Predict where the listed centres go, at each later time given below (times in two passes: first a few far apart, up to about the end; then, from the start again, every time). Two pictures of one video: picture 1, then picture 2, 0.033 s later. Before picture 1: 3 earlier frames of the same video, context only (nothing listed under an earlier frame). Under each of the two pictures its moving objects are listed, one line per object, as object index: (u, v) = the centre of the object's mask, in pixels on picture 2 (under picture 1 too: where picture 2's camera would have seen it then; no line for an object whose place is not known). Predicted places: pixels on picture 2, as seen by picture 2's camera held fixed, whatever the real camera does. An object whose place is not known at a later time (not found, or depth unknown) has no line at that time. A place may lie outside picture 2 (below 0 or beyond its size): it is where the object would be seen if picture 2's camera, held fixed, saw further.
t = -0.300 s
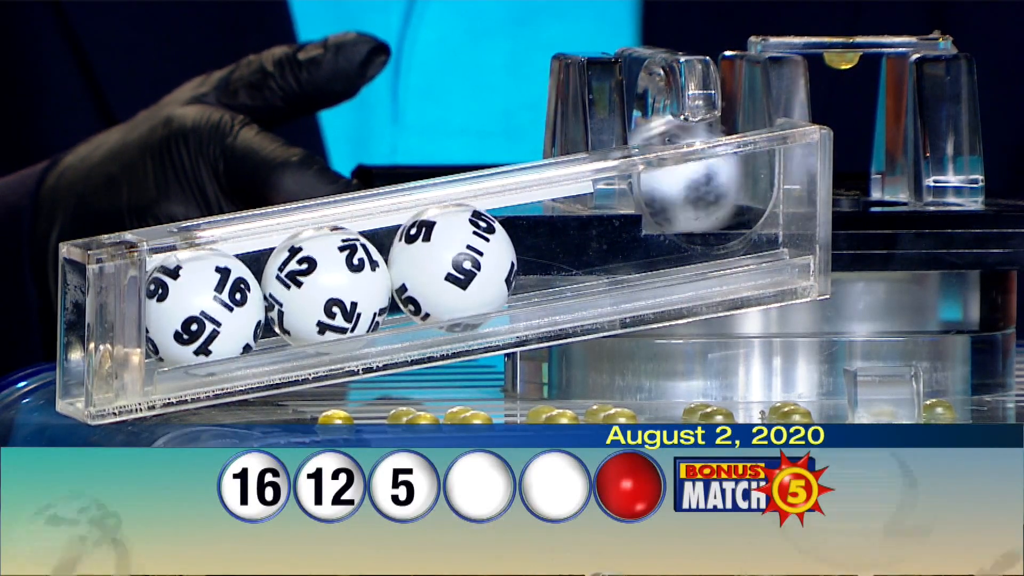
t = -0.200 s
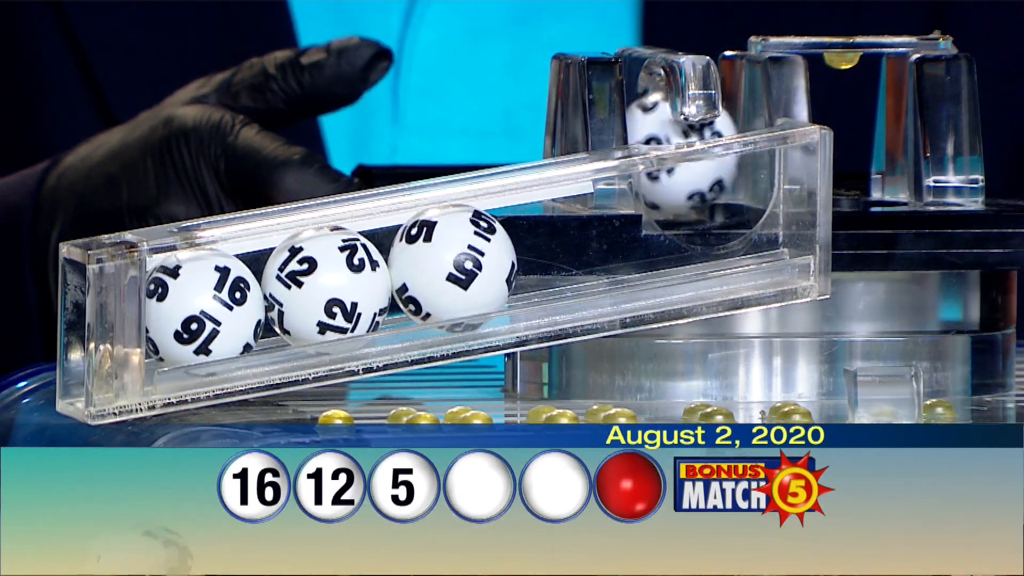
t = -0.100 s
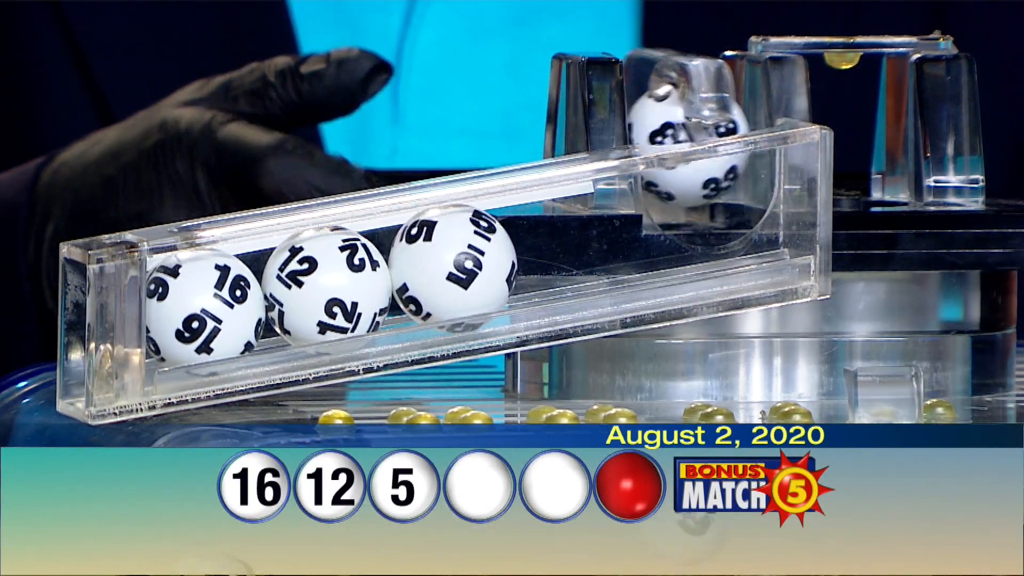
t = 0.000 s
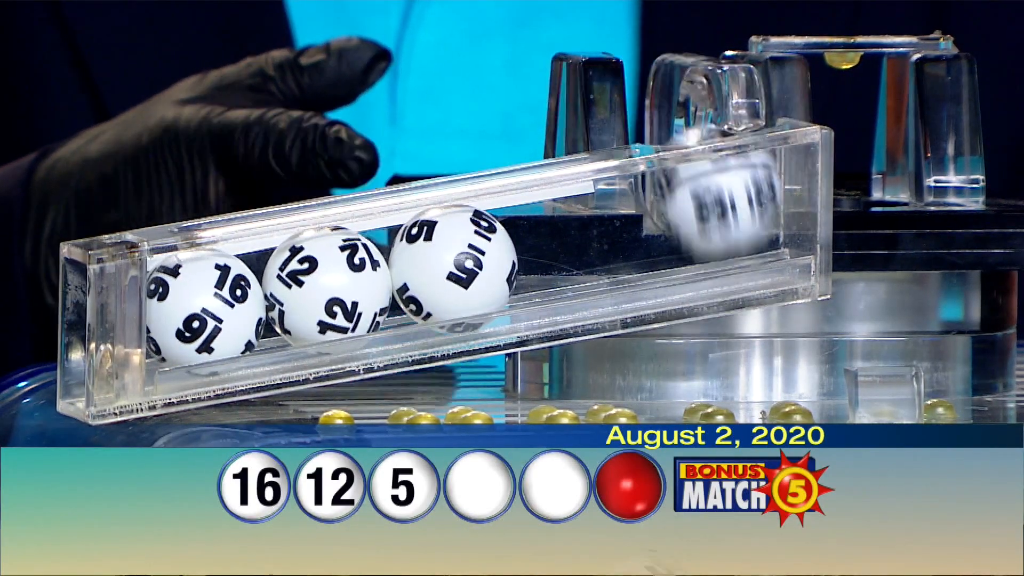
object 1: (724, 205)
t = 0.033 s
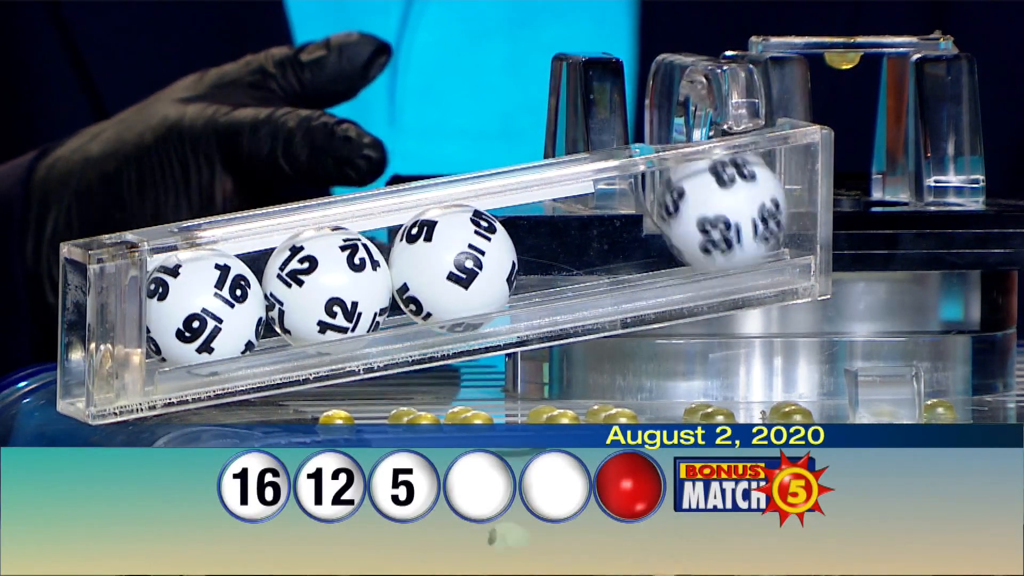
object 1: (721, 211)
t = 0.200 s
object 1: (714, 217)
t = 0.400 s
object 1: (697, 221)
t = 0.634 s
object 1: (607, 237)
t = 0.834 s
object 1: (578, 242)
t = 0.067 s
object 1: (722, 206)
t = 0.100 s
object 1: (723, 204)
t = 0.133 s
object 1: (721, 206)
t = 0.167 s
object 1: (718, 210)
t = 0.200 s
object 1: (714, 217)
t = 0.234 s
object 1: (713, 216)
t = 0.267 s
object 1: (715, 217)
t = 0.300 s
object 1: (713, 218)
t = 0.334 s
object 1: (708, 218)
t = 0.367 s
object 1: (704, 220)
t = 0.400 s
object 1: (697, 221)
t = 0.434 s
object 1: (690, 223)
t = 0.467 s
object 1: (680, 225)
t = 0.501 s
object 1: (669, 227)
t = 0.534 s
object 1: (657, 230)
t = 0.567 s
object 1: (642, 232)
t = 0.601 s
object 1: (626, 235)
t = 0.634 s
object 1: (607, 237)
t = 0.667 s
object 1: (587, 243)
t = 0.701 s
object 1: (582, 242)
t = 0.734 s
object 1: (583, 242)
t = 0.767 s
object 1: (578, 243)
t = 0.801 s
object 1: (578, 243)
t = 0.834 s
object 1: (578, 242)
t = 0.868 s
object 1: (578, 243)
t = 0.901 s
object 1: (578, 242)
